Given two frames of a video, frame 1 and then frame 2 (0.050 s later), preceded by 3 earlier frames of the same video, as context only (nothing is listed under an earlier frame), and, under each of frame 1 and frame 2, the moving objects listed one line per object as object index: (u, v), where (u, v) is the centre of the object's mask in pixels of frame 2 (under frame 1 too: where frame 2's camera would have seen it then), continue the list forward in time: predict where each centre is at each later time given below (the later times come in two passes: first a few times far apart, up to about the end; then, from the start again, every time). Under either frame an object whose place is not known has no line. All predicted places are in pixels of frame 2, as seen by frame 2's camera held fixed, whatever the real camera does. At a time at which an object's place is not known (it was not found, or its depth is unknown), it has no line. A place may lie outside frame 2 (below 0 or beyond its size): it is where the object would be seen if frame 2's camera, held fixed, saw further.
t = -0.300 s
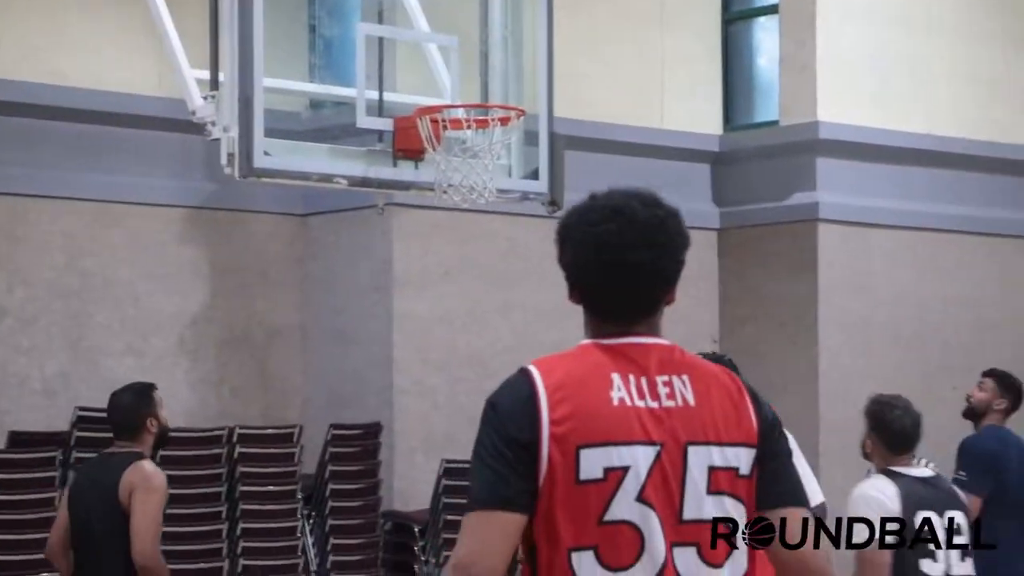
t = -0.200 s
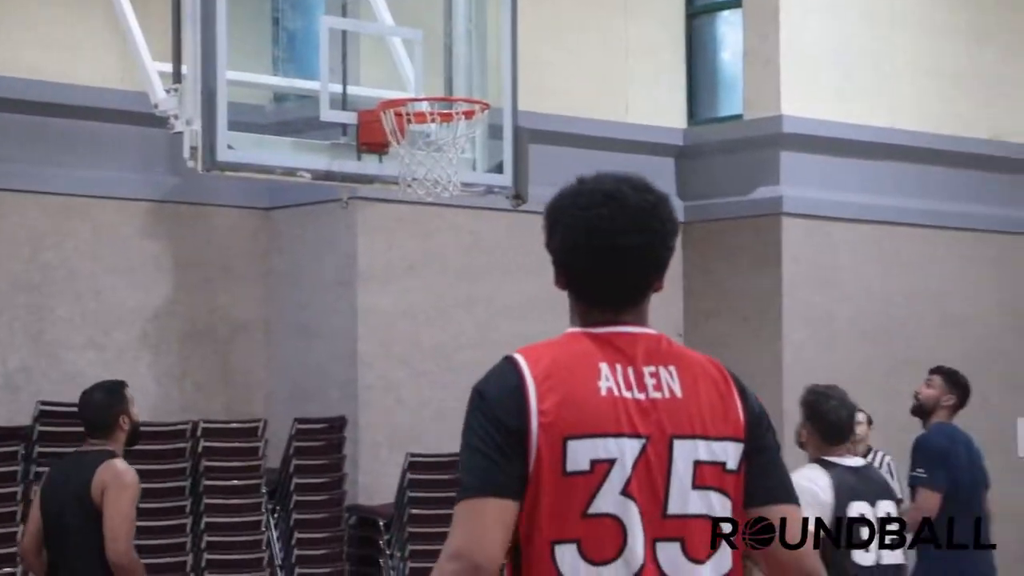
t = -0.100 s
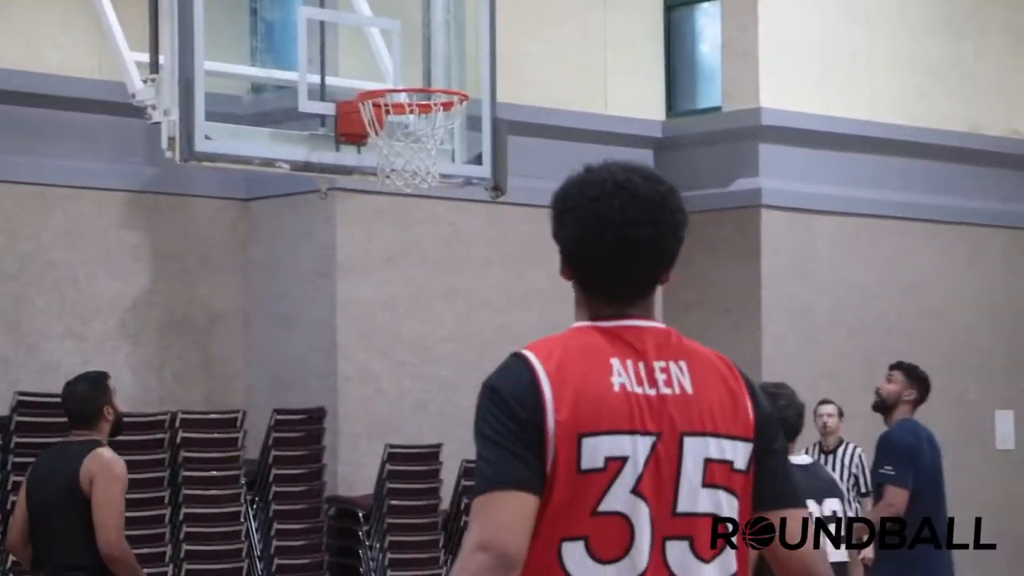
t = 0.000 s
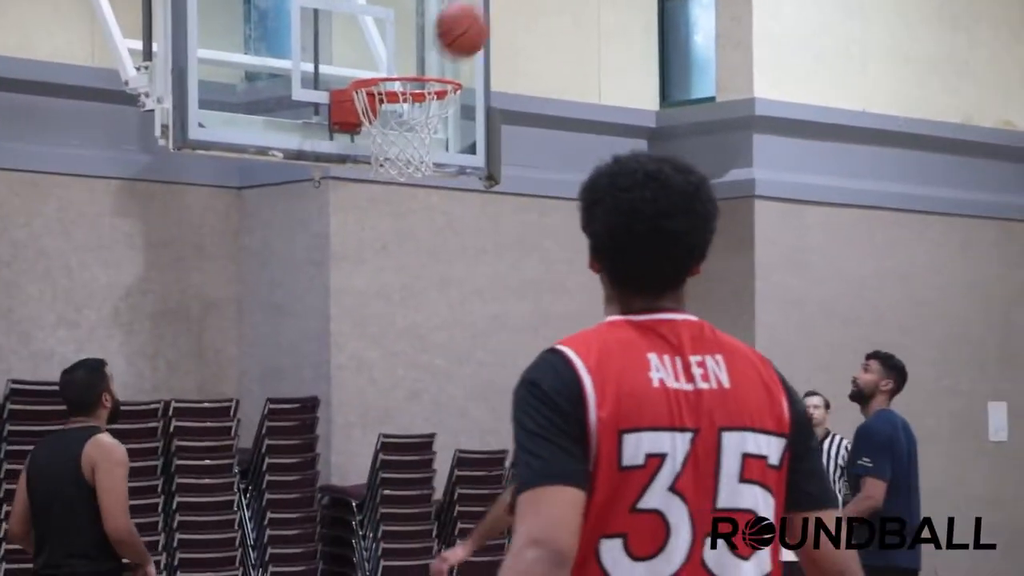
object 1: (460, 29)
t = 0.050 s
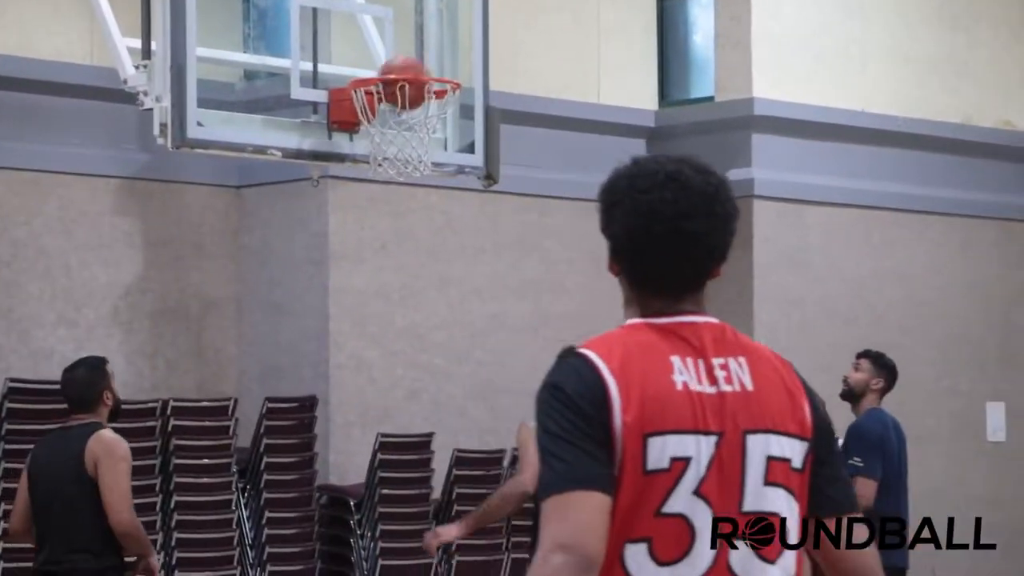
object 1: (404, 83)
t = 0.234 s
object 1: (373, 148)
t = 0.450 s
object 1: (413, 229)
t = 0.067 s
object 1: (387, 103)
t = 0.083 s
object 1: (376, 111)
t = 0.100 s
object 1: (368, 121)
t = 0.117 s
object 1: (361, 127)
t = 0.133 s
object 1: (359, 130)
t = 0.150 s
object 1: (363, 151)
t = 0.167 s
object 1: (360, 150)
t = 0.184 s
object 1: (362, 147)
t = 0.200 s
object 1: (366, 147)
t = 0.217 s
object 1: (370, 147)
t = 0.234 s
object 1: (373, 148)
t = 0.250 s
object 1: (376, 150)
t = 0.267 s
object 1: (379, 153)
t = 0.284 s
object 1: (382, 157)
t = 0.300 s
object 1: (385, 160)
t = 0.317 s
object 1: (388, 166)
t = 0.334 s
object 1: (391, 171)
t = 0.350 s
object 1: (393, 178)
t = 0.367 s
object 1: (396, 184)
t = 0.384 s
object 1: (399, 192)
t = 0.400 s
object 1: (403, 199)
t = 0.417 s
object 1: (406, 208)
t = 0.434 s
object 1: (409, 219)
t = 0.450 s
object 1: (413, 229)
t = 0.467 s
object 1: (415, 240)
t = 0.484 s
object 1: (420, 252)
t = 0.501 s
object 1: (423, 265)
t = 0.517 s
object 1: (426, 278)
